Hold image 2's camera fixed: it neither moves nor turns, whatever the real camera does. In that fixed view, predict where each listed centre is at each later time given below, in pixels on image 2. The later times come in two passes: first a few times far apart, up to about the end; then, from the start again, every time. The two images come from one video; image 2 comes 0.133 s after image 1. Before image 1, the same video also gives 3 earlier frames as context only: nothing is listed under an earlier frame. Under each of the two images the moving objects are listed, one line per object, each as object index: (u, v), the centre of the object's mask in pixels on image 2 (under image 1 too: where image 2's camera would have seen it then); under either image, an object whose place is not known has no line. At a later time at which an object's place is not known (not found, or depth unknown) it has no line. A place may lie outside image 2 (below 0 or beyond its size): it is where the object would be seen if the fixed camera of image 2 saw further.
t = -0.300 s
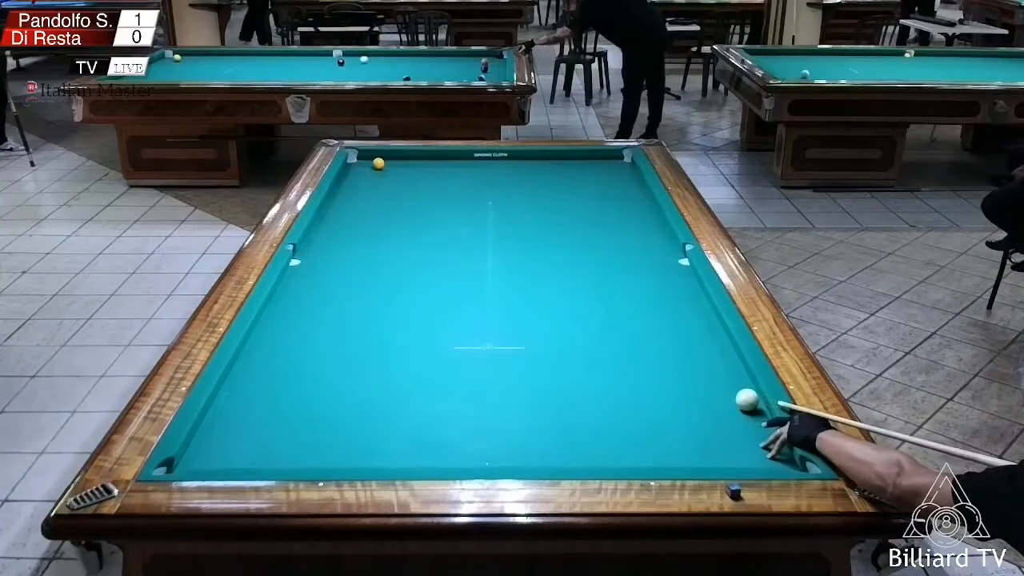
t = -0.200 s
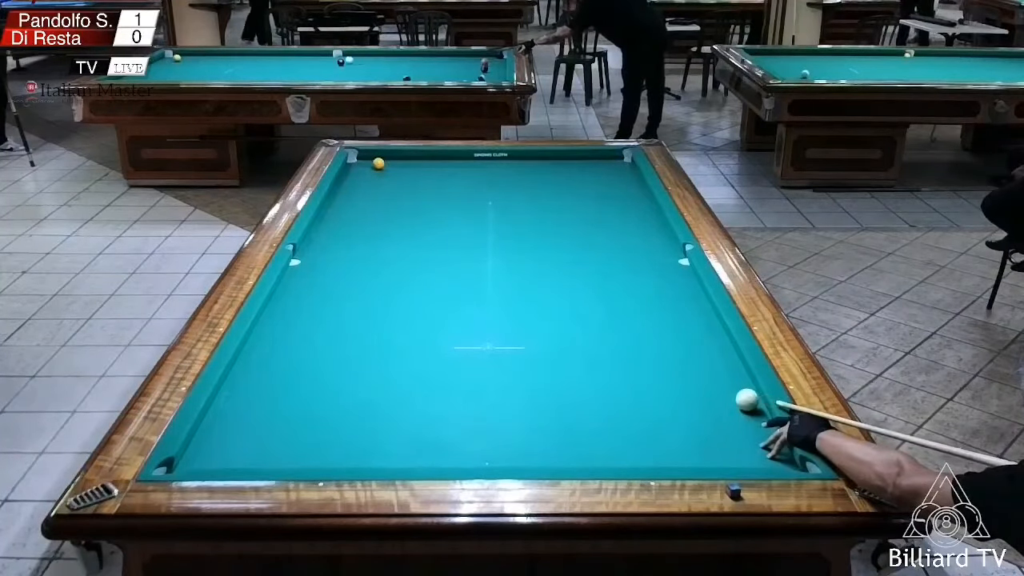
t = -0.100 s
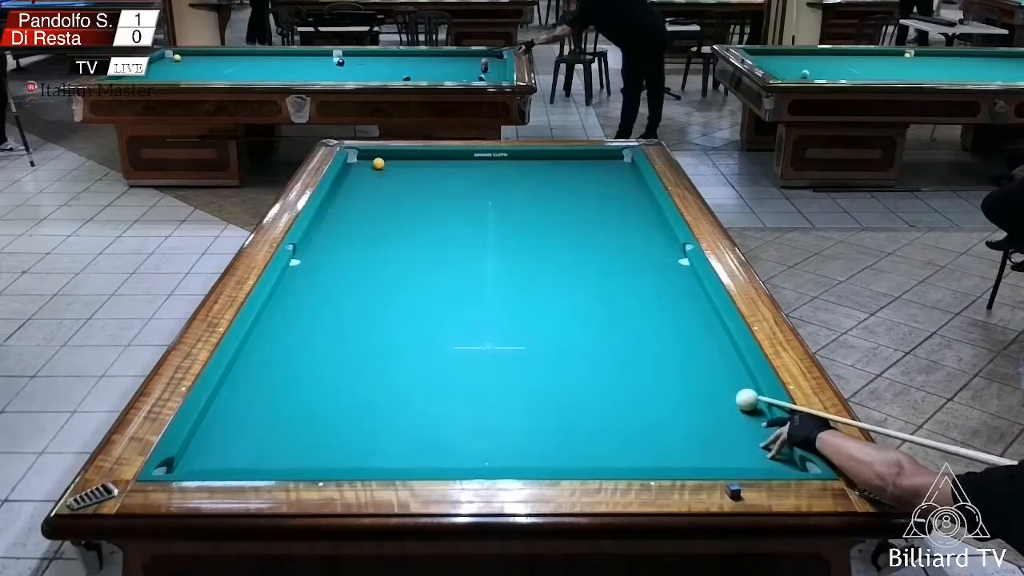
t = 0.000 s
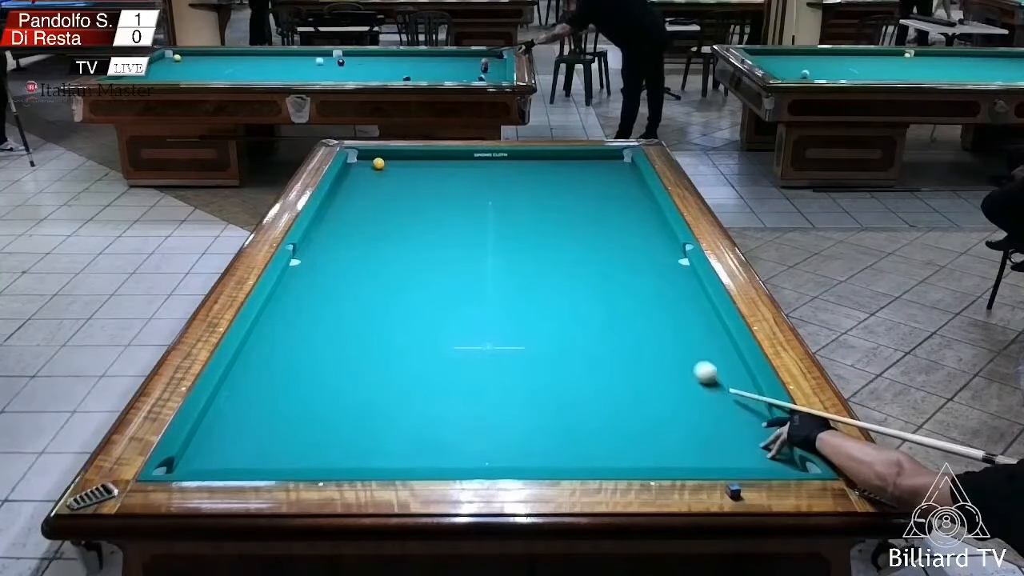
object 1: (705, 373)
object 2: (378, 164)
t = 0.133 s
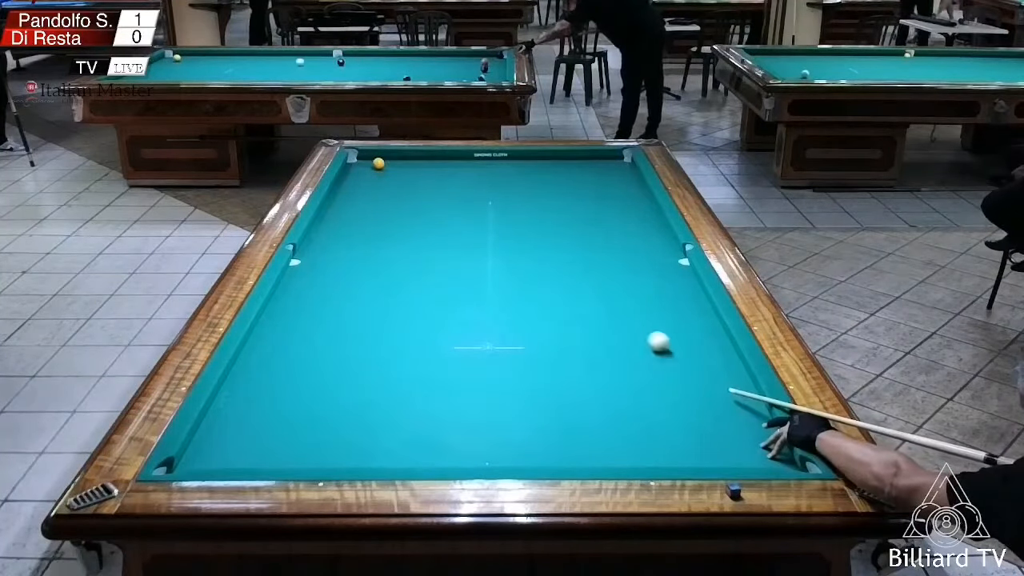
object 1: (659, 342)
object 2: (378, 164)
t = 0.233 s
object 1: (632, 325)
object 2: (378, 164)
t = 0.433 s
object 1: (573, 286)
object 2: (378, 164)
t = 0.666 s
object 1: (524, 254)
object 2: (378, 164)
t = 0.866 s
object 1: (483, 227)
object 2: (378, 164)
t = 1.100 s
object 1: (448, 204)
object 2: (378, 164)
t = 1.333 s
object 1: (416, 183)
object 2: (378, 164)
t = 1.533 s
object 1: (390, 165)
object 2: (378, 164)
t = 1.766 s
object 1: (398, 157)
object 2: (355, 160)
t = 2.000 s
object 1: (399, 166)
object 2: (377, 157)
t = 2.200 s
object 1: (400, 173)
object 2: (391, 157)
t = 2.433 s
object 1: (402, 181)
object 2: (405, 158)
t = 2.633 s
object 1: (403, 189)
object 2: (418, 159)
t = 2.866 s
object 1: (404, 199)
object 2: (432, 161)
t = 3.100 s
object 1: (406, 209)
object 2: (445, 162)
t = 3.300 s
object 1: (407, 218)
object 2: (457, 164)
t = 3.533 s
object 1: (408, 229)
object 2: (470, 165)
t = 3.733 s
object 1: (410, 238)
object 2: (480, 166)
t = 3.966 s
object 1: (411, 250)
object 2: (493, 167)
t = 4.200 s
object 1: (413, 263)
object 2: (505, 169)
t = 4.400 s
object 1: (414, 274)
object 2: (514, 169)
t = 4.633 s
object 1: (416, 287)
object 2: (525, 171)
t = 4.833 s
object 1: (418, 299)
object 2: (535, 171)
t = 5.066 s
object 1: (420, 313)
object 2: (544, 173)
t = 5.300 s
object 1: (422, 329)
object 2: (554, 174)
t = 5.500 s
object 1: (423, 341)
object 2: (562, 174)
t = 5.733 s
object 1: (425, 359)
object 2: (571, 175)
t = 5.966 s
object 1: (427, 375)
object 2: (579, 176)
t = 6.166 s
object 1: (429, 390)
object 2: (586, 177)
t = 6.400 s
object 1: (432, 410)
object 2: (594, 178)
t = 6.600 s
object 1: (435, 425)
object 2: (599, 178)
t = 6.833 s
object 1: (436, 446)
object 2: (606, 179)
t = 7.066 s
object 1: (438, 460)
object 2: (612, 179)
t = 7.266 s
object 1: (441, 460)
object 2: (617, 180)
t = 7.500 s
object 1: (445, 453)
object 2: (621, 180)
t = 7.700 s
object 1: (448, 443)
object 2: (625, 181)
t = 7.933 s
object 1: (451, 432)
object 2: (629, 181)
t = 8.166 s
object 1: (454, 423)
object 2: (633, 182)
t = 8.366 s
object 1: (456, 416)
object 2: (636, 182)
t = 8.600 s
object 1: (458, 408)
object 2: (639, 183)
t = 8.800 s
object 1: (460, 403)
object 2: (639, 183)
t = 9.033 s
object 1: (462, 396)
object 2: (638, 183)
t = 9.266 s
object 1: (463, 390)
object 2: (638, 183)
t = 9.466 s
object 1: (465, 386)
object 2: (638, 183)
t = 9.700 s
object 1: (466, 381)
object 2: (638, 183)
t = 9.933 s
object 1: (467, 378)
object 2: (638, 183)
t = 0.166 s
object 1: (648, 335)
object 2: (378, 164)
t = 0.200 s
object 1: (638, 328)
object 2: (378, 164)
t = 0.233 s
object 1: (632, 325)
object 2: (378, 164)
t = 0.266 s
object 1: (622, 318)
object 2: (378, 164)
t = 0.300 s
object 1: (612, 312)
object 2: (378, 164)
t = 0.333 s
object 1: (603, 306)
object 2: (378, 164)
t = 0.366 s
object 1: (594, 300)
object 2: (378, 164)
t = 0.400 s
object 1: (581, 291)
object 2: (378, 164)
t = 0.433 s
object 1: (573, 286)
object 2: (378, 164)
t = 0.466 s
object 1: (565, 281)
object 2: (378, 164)
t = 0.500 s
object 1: (557, 275)
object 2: (378, 164)
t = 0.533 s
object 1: (550, 271)
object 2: (378, 164)
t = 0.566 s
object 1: (542, 266)
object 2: (378, 164)
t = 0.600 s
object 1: (538, 264)
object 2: (378, 164)
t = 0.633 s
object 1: (531, 259)
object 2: (378, 164)
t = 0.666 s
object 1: (524, 254)
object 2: (378, 164)
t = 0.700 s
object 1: (517, 250)
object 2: (378, 164)
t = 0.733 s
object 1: (511, 245)
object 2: (378, 164)
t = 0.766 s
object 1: (504, 241)
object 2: (378, 164)
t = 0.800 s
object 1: (495, 235)
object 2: (378, 164)
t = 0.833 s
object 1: (489, 231)
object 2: (378, 164)
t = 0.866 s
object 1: (483, 227)
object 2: (378, 164)
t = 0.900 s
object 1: (477, 223)
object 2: (378, 164)
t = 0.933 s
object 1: (472, 220)
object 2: (378, 164)
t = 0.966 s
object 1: (469, 218)
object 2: (378, 164)
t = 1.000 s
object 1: (464, 214)
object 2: (378, 164)
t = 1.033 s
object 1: (458, 211)
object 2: (378, 164)
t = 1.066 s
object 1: (453, 208)
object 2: (378, 164)
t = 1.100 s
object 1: (448, 204)
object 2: (378, 164)
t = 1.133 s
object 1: (441, 199)
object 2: (378, 164)
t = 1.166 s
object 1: (439, 198)
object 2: (378, 164)
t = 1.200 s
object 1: (431, 193)
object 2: (378, 164)
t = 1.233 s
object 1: (427, 190)
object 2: (378, 164)
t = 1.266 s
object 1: (422, 187)
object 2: (378, 164)
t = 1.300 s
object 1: (418, 184)
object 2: (378, 164)
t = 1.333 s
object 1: (416, 183)
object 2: (378, 164)
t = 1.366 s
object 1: (412, 180)
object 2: (378, 164)
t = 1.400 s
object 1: (407, 177)
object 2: (378, 164)
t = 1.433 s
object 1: (403, 175)
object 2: (378, 164)
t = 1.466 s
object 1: (400, 172)
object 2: (378, 164)
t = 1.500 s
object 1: (396, 169)
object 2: (378, 164)
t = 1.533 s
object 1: (390, 165)
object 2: (378, 164)
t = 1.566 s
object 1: (389, 164)
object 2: (377, 164)
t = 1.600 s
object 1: (393, 162)
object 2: (368, 163)
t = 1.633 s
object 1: (395, 160)
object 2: (363, 162)
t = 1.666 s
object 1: (396, 159)
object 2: (359, 161)
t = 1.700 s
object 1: (396, 158)
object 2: (357, 161)
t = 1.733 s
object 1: (398, 156)
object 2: (352, 160)
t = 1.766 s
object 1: (398, 157)
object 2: (355, 160)
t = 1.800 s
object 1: (398, 158)
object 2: (358, 159)
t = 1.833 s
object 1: (398, 159)
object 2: (361, 159)
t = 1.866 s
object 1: (398, 161)
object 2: (364, 159)
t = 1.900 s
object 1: (399, 161)
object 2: (367, 158)
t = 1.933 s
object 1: (399, 163)
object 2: (370, 158)
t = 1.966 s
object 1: (399, 164)
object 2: (373, 158)
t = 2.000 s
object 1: (399, 166)
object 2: (377, 157)
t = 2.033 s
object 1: (399, 167)
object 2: (381, 156)
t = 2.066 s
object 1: (400, 168)
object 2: (381, 156)
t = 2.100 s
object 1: (400, 169)
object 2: (384, 156)
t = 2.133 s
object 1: (400, 170)
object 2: (386, 156)
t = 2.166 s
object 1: (400, 171)
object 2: (389, 157)
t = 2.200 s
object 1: (400, 173)
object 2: (391, 157)
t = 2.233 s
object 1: (401, 174)
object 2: (393, 157)
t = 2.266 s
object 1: (401, 175)
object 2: (395, 157)
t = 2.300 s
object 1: (401, 176)
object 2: (397, 157)
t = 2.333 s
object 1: (401, 177)
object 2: (399, 157)
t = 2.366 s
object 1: (401, 179)
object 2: (401, 158)
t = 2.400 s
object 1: (402, 181)
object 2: (404, 158)
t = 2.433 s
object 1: (402, 181)
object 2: (405, 158)
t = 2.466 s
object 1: (402, 182)
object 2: (408, 158)
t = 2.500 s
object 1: (402, 184)
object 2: (409, 159)
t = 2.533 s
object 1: (402, 185)
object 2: (411, 159)
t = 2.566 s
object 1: (402, 187)
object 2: (414, 159)
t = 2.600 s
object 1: (403, 188)
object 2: (416, 159)
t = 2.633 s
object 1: (403, 189)
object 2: (418, 159)
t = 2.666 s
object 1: (403, 191)
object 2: (420, 159)
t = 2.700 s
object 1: (403, 192)
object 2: (422, 160)
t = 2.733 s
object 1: (404, 193)
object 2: (424, 160)
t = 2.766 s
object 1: (404, 195)
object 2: (426, 160)
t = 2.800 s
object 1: (404, 196)
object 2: (428, 160)
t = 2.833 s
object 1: (404, 198)
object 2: (430, 161)
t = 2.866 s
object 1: (404, 199)
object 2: (432, 161)
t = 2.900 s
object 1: (405, 200)
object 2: (434, 161)
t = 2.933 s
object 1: (405, 202)
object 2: (435, 161)
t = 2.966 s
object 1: (405, 203)
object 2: (437, 162)
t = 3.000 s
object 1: (405, 205)
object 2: (439, 162)
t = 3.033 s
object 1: (405, 206)
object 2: (441, 162)
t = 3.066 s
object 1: (406, 207)
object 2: (443, 162)
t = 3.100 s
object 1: (406, 209)
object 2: (445, 162)
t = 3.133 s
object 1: (406, 211)
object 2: (448, 163)
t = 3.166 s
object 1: (406, 212)
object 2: (449, 163)
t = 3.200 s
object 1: (406, 213)
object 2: (451, 163)
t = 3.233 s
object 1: (407, 215)
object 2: (453, 163)
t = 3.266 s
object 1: (407, 216)
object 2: (455, 163)
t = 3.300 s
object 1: (407, 218)
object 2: (457, 164)
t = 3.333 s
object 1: (407, 220)
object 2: (459, 164)
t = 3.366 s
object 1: (408, 221)
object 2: (461, 164)
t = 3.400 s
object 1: (408, 222)
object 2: (462, 164)
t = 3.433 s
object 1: (408, 224)
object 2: (464, 164)
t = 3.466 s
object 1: (408, 225)
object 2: (466, 164)
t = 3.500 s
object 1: (408, 227)
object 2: (468, 165)
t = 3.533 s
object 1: (408, 229)
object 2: (470, 165)
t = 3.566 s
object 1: (409, 230)
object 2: (472, 165)
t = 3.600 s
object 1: (409, 232)
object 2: (473, 165)
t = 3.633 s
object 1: (409, 234)
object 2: (475, 165)
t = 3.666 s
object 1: (409, 235)
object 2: (477, 165)
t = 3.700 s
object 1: (410, 237)
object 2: (479, 166)
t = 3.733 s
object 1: (410, 238)
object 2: (480, 166)
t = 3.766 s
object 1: (410, 240)
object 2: (482, 166)
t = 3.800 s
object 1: (410, 242)
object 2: (484, 166)
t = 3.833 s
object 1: (410, 244)
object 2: (486, 167)
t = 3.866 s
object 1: (411, 245)
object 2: (487, 167)
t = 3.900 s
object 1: (411, 247)
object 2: (489, 167)
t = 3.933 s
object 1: (411, 249)
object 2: (491, 167)
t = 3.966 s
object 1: (411, 250)
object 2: (493, 167)
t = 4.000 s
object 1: (412, 252)
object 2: (494, 167)
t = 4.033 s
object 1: (412, 254)
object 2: (496, 168)
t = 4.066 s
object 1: (412, 256)
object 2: (498, 168)
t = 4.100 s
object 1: (412, 257)
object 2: (500, 168)
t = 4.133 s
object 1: (412, 259)
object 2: (501, 168)
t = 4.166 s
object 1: (413, 261)
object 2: (503, 168)
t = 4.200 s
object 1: (413, 263)
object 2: (505, 169)
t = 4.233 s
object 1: (413, 265)
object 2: (506, 169)
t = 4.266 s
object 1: (413, 267)
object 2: (508, 169)
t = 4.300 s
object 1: (413, 268)
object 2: (509, 169)
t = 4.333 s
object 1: (414, 269)
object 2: (510, 169)
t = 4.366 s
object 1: (414, 272)
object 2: (513, 169)
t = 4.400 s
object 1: (414, 274)
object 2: (514, 169)
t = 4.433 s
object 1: (415, 276)
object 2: (516, 170)
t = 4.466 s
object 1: (415, 278)
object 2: (517, 170)
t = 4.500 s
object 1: (415, 280)
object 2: (519, 170)
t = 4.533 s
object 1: (416, 281)
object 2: (521, 170)
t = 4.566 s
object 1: (416, 283)
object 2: (522, 170)
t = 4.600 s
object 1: (416, 285)
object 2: (524, 170)
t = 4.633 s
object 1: (416, 287)
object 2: (525, 171)
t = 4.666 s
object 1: (416, 288)
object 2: (526, 171)
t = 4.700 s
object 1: (417, 290)
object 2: (527, 171)
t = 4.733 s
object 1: (417, 293)
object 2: (530, 171)
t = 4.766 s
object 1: (417, 295)
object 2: (532, 171)
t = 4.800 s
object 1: (418, 297)
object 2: (533, 171)
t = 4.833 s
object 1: (418, 299)
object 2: (535, 171)
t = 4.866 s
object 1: (418, 301)
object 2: (536, 171)
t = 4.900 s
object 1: (418, 303)
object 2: (537, 172)
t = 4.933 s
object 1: (419, 306)
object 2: (539, 172)
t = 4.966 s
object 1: (419, 308)
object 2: (540, 172)
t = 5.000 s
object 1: (419, 310)
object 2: (542, 172)
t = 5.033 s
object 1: (420, 311)
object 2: (543, 172)
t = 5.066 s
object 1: (420, 313)
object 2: (544, 173)
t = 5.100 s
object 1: (420, 315)
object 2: (545, 173)
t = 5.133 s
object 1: (420, 317)
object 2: (547, 173)
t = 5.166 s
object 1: (421, 320)
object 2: (549, 173)
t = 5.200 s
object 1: (421, 323)
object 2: (550, 173)
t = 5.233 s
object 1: (421, 325)
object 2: (551, 173)
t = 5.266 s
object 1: (422, 327)
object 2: (553, 173)
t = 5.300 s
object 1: (422, 329)
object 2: (554, 174)
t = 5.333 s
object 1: (422, 331)
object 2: (556, 174)
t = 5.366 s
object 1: (422, 334)
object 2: (557, 174)
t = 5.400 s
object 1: (422, 335)
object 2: (558, 174)
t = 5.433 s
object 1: (423, 337)
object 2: (559, 174)
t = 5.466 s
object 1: (423, 339)
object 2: (560, 174)
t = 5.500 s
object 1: (423, 341)
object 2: (562, 174)
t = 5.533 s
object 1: (424, 345)
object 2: (564, 174)
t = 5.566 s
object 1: (424, 347)
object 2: (565, 175)
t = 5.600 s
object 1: (424, 349)
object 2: (566, 175)
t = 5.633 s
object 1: (424, 352)
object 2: (568, 175)
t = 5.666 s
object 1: (425, 354)
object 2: (569, 175)
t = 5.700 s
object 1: (425, 357)
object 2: (570, 175)
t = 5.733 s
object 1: (425, 359)
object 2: (571, 175)
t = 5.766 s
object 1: (425, 360)
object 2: (572, 175)
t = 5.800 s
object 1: (426, 363)
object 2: (573, 175)
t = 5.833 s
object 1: (426, 365)
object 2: (574, 176)
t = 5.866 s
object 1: (426, 367)
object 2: (576, 176)
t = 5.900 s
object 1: (426, 370)
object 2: (577, 176)
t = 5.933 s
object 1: (427, 372)
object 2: (578, 176)
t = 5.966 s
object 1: (427, 375)
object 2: (579, 176)
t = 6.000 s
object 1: (428, 378)
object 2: (581, 176)
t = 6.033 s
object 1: (428, 381)
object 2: (582, 176)
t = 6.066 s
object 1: (429, 383)
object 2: (583, 176)
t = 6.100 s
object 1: (429, 386)
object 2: (584, 177)
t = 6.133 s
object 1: (429, 387)
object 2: (585, 177)
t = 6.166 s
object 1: (429, 390)
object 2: (586, 177)
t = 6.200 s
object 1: (430, 392)
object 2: (587, 177)
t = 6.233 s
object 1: (430, 395)
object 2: (588, 177)
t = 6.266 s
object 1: (430, 398)
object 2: (589, 177)
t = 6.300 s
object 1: (430, 400)
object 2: (590, 177)
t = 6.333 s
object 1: (431, 403)
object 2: (591, 177)
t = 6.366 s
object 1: (431, 407)
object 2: (593, 177)
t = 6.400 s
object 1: (432, 410)
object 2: (594, 178)
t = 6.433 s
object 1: (433, 413)
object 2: (595, 178)
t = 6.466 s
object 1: (433, 416)
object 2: (596, 178)
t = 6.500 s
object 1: (433, 417)
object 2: (597, 178)
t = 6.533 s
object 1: (434, 419)
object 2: (597, 178)
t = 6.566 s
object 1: (434, 422)
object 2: (598, 178)
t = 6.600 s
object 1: (435, 425)
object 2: (599, 178)
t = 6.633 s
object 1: (435, 428)
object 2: (601, 178)
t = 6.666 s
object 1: (434, 431)
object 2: (601, 178)
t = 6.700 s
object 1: (435, 434)
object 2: (602, 178)
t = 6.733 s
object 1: (435, 436)
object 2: (603, 178)
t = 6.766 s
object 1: (435, 441)
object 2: (605, 178)
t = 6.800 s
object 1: (435, 443)
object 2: (605, 179)
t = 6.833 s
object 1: (436, 446)
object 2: (606, 179)
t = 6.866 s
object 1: (436, 447)
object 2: (607, 179)
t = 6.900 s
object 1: (436, 450)
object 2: (608, 179)
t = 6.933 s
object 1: (437, 454)
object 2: (608, 179)
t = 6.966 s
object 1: (437, 455)
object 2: (609, 179)
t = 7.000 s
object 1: (437, 457)
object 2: (610, 179)
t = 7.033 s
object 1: (438, 458)
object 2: (611, 179)
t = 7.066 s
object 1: (438, 460)
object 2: (612, 179)
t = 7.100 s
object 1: (439, 462)
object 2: (613, 179)
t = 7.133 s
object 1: (439, 463)
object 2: (613, 180)
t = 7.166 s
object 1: (440, 463)
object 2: (615, 180)
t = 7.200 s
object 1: (440, 462)
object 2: (615, 180)
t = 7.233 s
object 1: (441, 461)
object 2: (616, 180)
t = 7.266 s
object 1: (441, 460)
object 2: (617, 180)
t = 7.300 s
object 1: (442, 458)
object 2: (617, 180)
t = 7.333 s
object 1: (443, 458)
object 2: (618, 180)
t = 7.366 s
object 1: (443, 457)
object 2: (619, 180)
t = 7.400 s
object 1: (444, 456)
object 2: (619, 180)
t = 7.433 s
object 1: (444, 455)
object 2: (620, 180)
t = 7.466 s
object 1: (445, 454)
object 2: (621, 180)
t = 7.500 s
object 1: (445, 453)
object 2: (621, 180)
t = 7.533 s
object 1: (446, 451)
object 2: (622, 180)
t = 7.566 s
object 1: (446, 448)
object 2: (623, 181)
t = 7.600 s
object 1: (447, 447)
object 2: (623, 181)
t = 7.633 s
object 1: (447, 446)
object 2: (624, 181)
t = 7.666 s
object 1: (447, 445)
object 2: (625, 181)
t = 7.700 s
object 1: (448, 443)
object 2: (625, 181)
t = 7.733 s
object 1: (449, 441)
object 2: (626, 181)
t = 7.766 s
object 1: (449, 440)
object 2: (627, 181)
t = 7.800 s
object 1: (449, 438)
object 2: (627, 181)
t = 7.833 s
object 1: (449, 437)
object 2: (628, 181)
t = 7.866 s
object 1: (450, 435)
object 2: (628, 181)
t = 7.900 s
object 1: (450, 434)
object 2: (629, 181)
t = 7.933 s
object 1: (451, 432)
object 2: (629, 181)
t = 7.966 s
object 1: (451, 431)
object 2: (630, 181)
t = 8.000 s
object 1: (452, 430)
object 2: (630, 182)
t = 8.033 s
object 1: (452, 428)
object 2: (631, 182)
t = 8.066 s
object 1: (452, 427)
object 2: (632, 182)
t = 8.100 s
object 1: (453, 426)
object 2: (632, 182)
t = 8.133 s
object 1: (453, 425)
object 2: (633, 182)
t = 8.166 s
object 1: (454, 423)
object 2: (633, 182)
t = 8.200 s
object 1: (454, 422)
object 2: (633, 182)
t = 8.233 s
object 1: (454, 421)
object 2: (634, 182)
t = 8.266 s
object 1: (455, 420)
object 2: (634, 182)
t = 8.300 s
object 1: (455, 419)
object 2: (634, 182)
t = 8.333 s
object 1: (455, 417)
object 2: (635, 182)
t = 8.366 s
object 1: (456, 416)
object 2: (636, 182)
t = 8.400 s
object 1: (456, 415)
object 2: (636, 182)
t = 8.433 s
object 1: (457, 414)
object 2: (636, 182)
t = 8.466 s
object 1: (457, 413)
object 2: (637, 182)
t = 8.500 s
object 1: (457, 412)
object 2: (637, 182)
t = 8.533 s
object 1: (458, 410)
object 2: (638, 182)
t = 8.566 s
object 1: (458, 409)
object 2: (638, 182)
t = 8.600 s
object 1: (458, 408)
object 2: (639, 183)
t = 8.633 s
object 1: (459, 407)
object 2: (639, 183)
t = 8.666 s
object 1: (459, 406)
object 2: (639, 183)
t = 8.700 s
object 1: (460, 406)
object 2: (639, 183)
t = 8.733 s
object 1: (460, 404)
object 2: (639, 182)
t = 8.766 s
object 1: (460, 404)
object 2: (639, 183)
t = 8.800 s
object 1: (460, 403)
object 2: (639, 183)
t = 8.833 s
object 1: (461, 401)
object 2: (639, 183)
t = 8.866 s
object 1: (461, 401)
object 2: (639, 183)
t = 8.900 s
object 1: (461, 399)
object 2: (639, 183)
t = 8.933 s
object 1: (461, 399)
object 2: (638, 183)
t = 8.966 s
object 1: (462, 398)
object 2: (638, 183)
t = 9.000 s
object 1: (462, 397)
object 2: (638, 183)
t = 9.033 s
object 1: (462, 396)
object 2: (638, 183)
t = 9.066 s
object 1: (462, 396)
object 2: (638, 183)
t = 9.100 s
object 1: (462, 395)
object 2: (638, 183)
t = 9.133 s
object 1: (462, 393)
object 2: (638, 183)
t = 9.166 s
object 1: (463, 393)
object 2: (638, 183)
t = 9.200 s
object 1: (463, 392)
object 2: (638, 183)
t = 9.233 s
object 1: (463, 391)
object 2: (638, 183)
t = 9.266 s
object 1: (463, 390)
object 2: (638, 183)
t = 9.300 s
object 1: (464, 389)
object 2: (638, 183)
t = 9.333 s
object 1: (464, 389)
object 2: (638, 183)
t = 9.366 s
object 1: (464, 388)
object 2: (638, 183)
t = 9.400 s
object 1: (464, 387)
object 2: (638, 183)
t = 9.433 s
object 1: (464, 387)
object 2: (638, 183)
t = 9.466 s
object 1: (465, 386)
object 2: (638, 183)
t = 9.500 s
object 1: (465, 386)
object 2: (638, 183)
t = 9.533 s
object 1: (465, 385)
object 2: (638, 183)
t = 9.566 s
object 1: (465, 384)
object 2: (638, 183)
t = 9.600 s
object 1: (466, 384)
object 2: (638, 183)
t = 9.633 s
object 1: (466, 383)
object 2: (638, 183)
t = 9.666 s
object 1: (466, 382)
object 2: (638, 183)
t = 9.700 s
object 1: (466, 381)
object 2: (638, 183)
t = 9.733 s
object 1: (466, 381)
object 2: (639, 183)
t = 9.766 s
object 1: (466, 381)
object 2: (638, 183)
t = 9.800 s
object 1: (466, 380)
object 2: (638, 183)
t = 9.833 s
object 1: (467, 380)
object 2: (638, 183)
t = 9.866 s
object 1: (467, 379)
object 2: (638, 183)
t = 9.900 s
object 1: (467, 378)
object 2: (638, 183)
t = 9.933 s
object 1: (467, 378)
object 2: (638, 183)
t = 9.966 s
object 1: (467, 377)
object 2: (638, 183)
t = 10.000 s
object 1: (467, 377)
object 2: (638, 183)
